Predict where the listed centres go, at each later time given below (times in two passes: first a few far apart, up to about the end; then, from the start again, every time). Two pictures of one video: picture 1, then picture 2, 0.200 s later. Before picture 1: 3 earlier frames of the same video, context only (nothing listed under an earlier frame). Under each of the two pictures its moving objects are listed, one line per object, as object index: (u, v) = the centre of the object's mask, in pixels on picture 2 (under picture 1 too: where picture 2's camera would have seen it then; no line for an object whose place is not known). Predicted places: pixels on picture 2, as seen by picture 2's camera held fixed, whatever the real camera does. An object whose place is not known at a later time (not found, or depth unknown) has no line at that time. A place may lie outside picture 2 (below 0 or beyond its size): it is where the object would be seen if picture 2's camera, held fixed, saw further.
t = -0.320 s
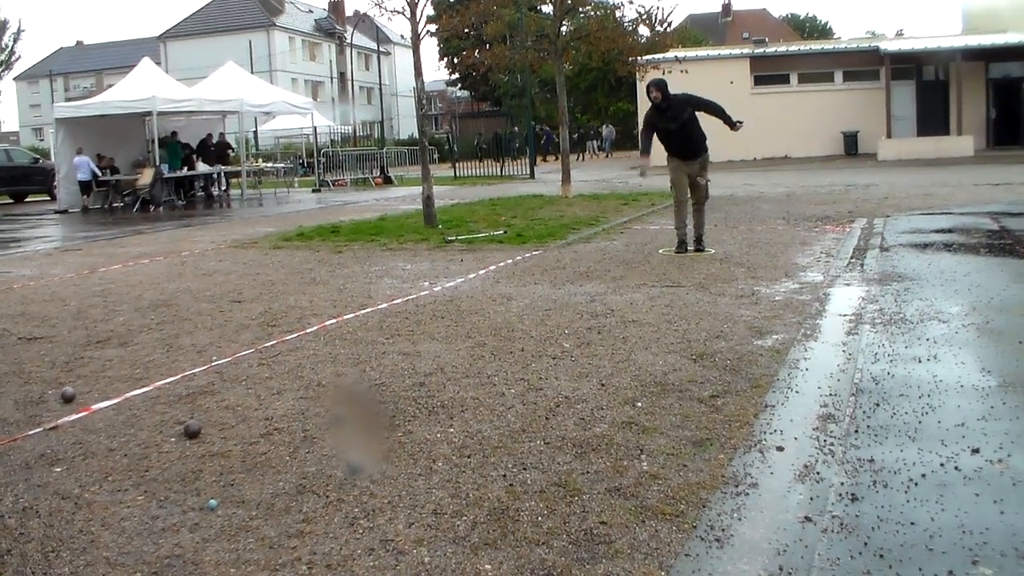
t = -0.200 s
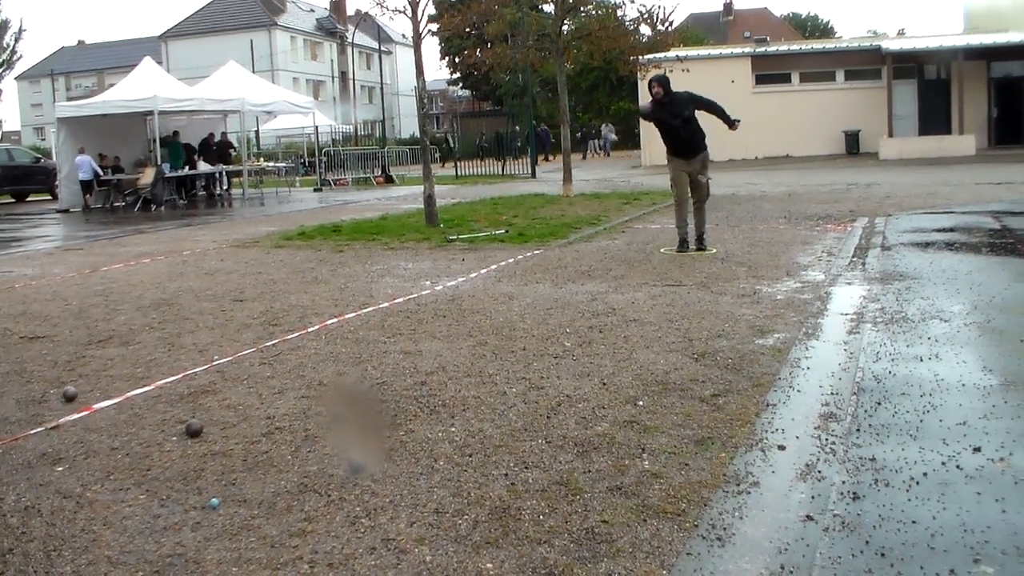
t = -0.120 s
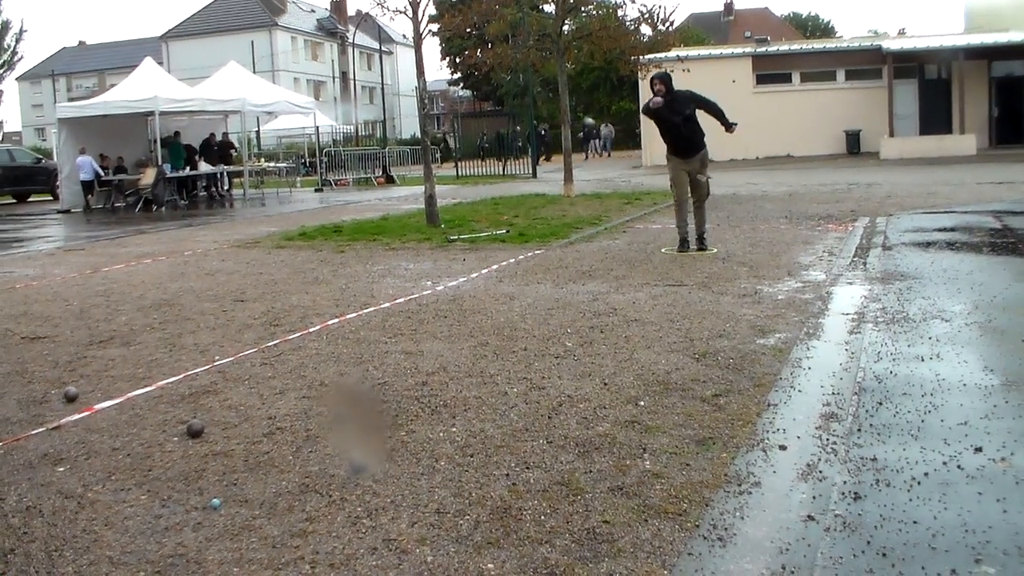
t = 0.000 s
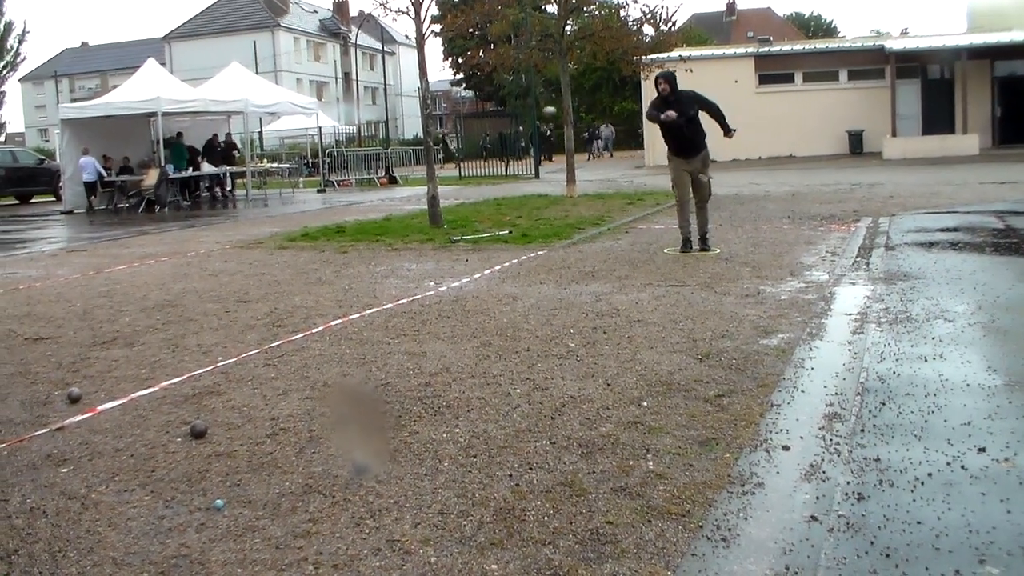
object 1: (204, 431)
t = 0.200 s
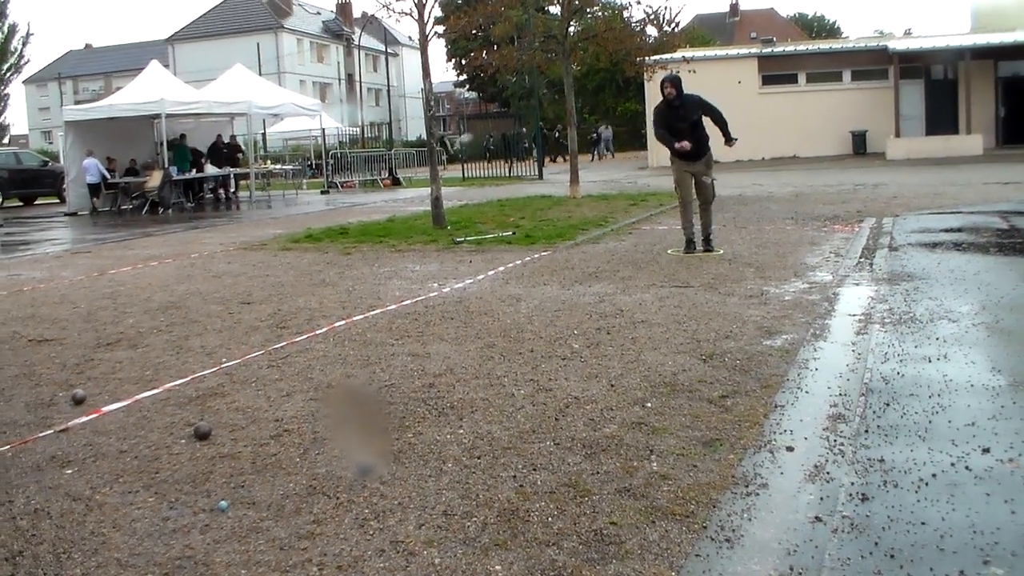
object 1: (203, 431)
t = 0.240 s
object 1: (203, 431)
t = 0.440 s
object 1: (203, 431)
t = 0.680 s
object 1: (137, 450)
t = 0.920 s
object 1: (17, 493)
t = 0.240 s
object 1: (203, 431)
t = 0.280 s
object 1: (203, 431)
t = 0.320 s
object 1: (203, 431)
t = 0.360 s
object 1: (203, 431)
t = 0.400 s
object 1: (203, 431)
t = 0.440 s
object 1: (203, 431)
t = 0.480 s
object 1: (203, 431)
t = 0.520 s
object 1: (203, 431)
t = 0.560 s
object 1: (201, 431)
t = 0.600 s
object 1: (179, 434)
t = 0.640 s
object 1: (157, 443)
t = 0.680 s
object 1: (137, 450)
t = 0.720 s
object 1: (116, 459)
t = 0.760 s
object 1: (97, 467)
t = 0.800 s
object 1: (78, 474)
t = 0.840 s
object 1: (58, 483)
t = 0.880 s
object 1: (38, 489)
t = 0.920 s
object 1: (17, 493)
